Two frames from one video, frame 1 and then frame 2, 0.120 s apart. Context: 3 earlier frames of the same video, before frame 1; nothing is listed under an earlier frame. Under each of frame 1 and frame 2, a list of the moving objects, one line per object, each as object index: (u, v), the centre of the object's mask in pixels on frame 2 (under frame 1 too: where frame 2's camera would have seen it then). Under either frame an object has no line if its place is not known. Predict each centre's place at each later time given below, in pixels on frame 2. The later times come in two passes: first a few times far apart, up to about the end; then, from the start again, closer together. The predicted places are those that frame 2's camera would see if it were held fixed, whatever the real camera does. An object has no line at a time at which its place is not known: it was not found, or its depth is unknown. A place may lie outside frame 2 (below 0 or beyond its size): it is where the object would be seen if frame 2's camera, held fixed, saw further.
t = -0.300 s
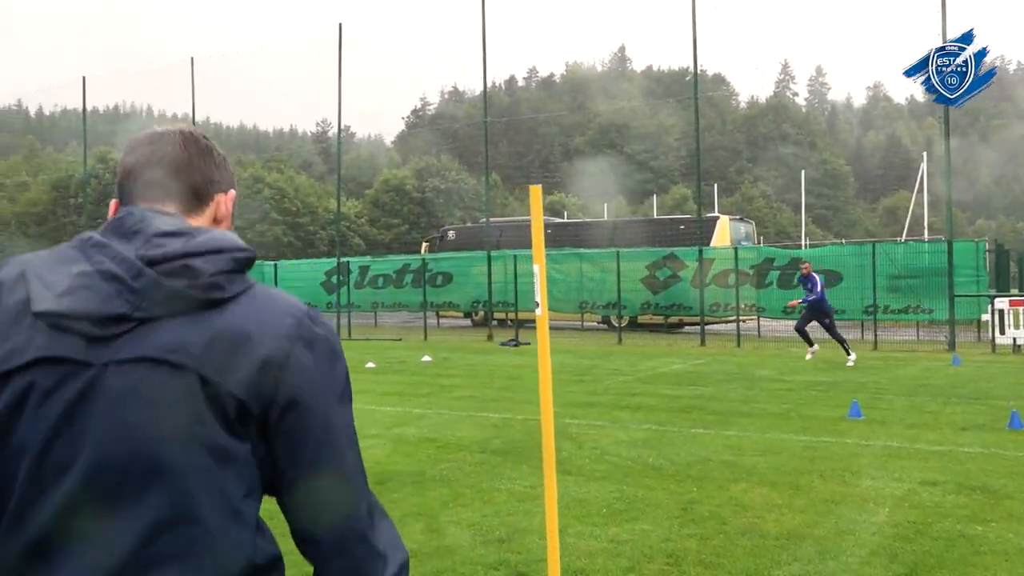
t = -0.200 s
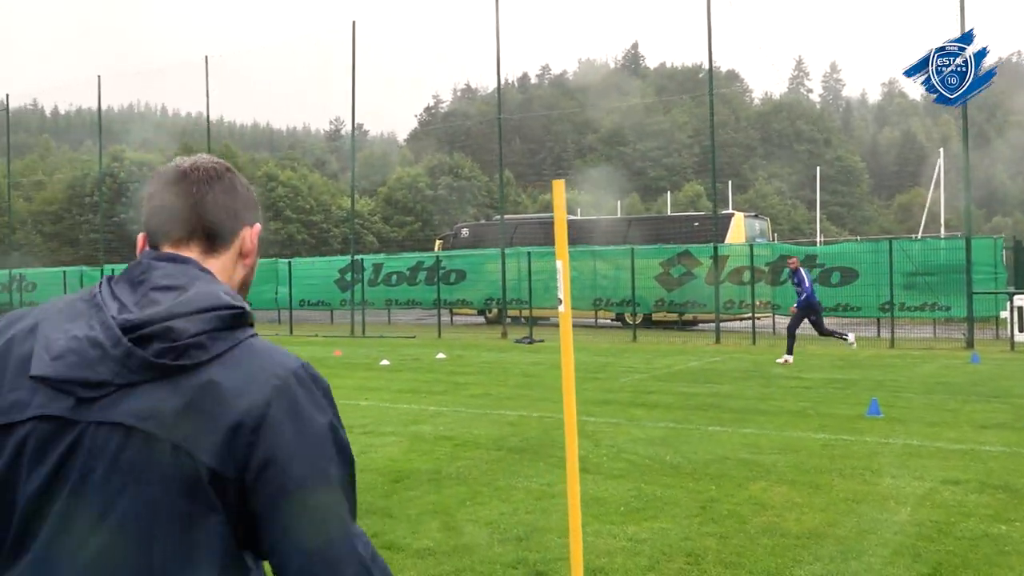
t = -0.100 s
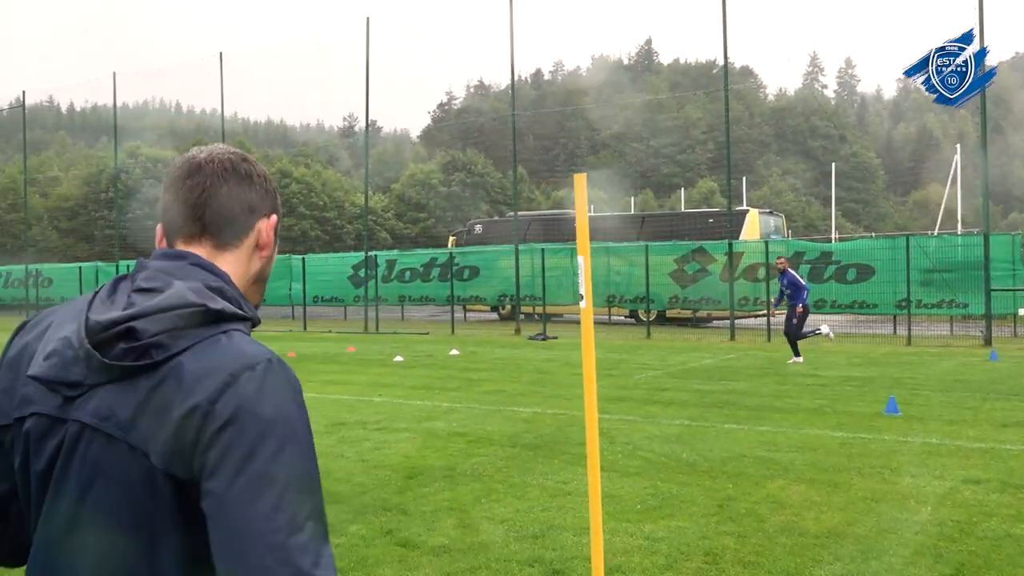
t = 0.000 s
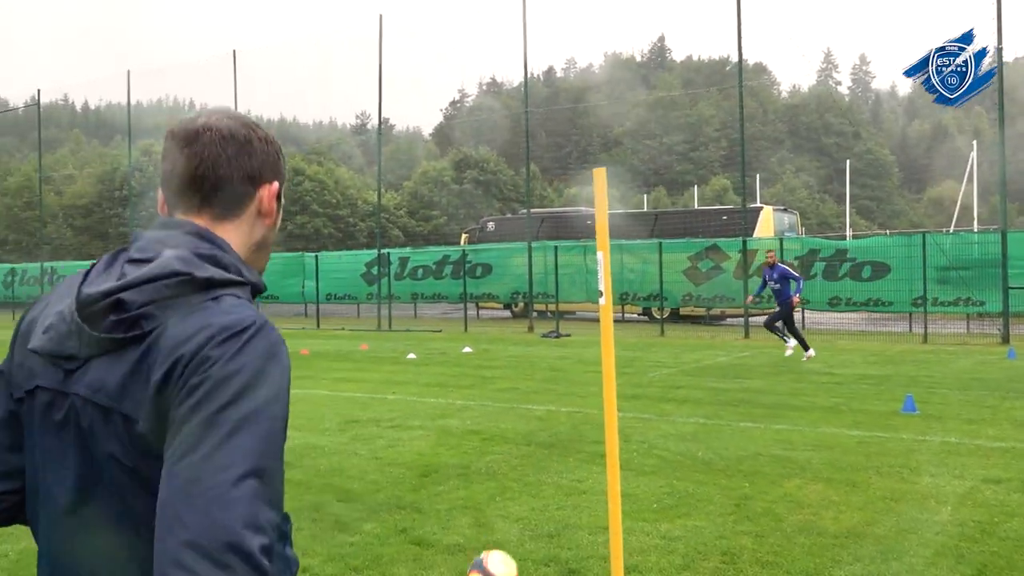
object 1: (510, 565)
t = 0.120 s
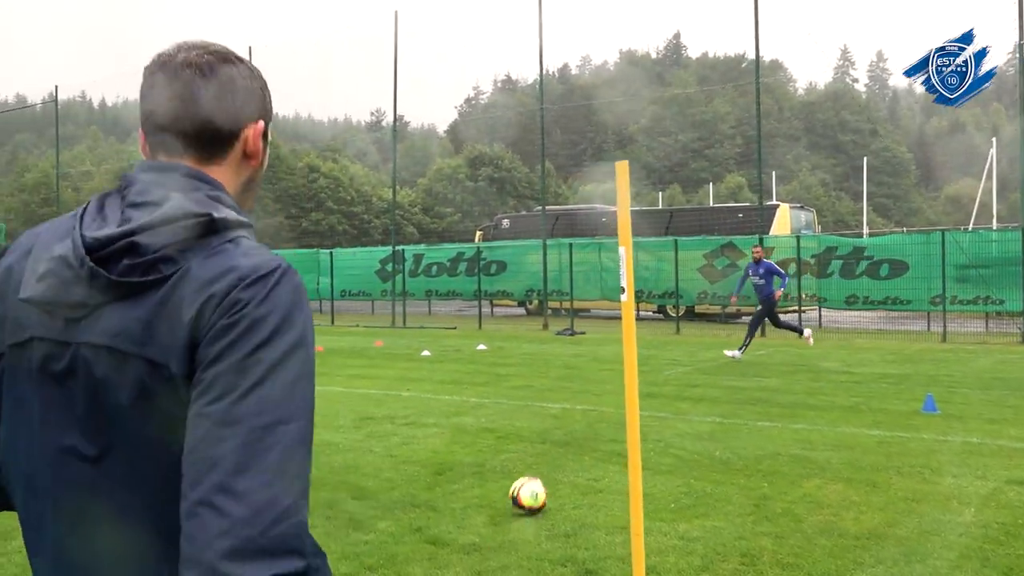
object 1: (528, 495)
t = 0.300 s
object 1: (543, 435)
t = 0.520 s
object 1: (555, 401)
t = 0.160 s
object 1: (532, 480)
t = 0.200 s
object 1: (537, 466)
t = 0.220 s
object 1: (538, 458)
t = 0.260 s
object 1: (541, 445)
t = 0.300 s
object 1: (543, 435)
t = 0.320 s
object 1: (545, 432)
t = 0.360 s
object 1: (547, 425)
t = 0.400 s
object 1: (549, 417)
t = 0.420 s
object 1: (550, 413)
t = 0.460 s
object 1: (552, 407)
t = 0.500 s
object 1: (554, 403)
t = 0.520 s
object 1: (555, 401)
